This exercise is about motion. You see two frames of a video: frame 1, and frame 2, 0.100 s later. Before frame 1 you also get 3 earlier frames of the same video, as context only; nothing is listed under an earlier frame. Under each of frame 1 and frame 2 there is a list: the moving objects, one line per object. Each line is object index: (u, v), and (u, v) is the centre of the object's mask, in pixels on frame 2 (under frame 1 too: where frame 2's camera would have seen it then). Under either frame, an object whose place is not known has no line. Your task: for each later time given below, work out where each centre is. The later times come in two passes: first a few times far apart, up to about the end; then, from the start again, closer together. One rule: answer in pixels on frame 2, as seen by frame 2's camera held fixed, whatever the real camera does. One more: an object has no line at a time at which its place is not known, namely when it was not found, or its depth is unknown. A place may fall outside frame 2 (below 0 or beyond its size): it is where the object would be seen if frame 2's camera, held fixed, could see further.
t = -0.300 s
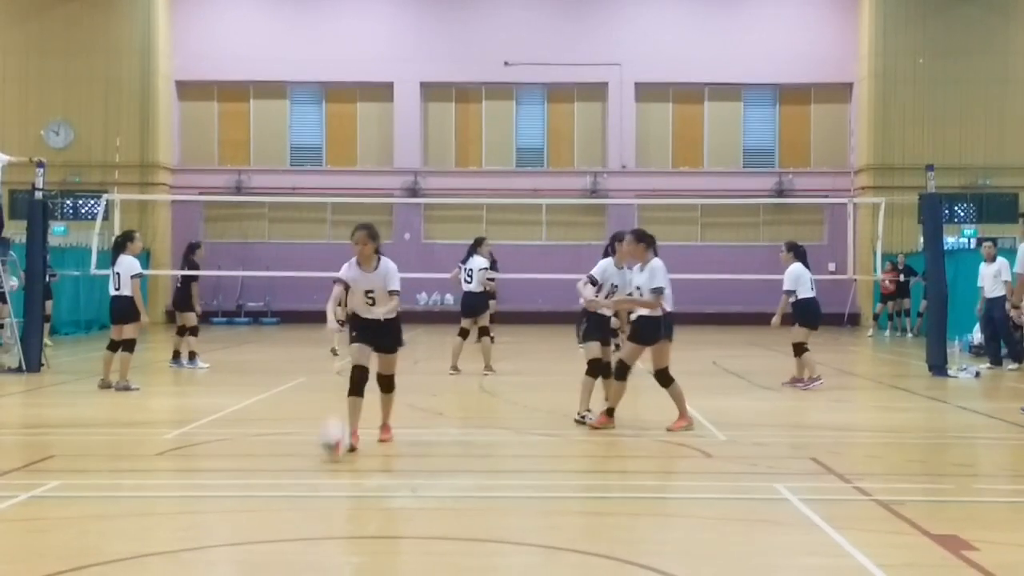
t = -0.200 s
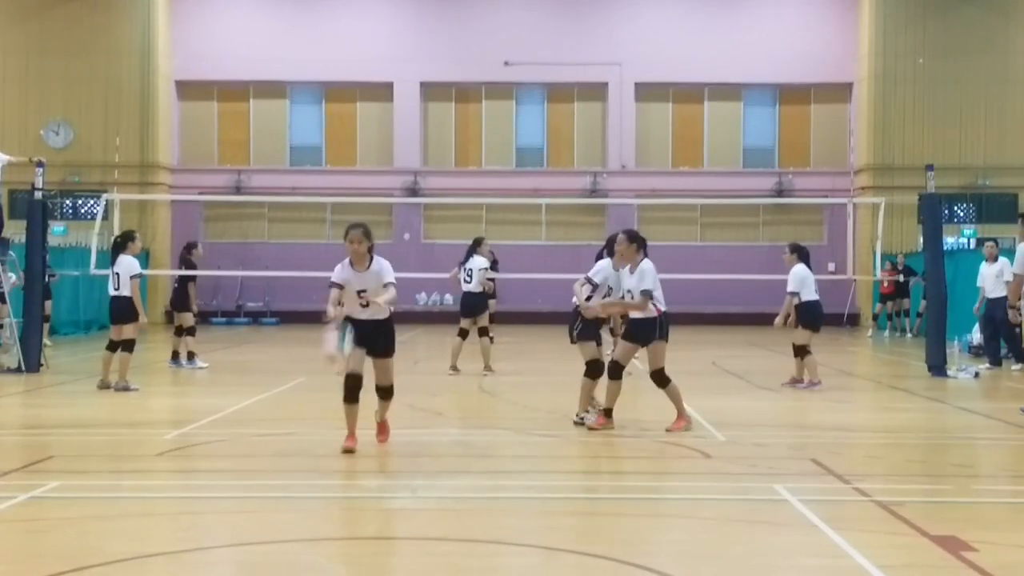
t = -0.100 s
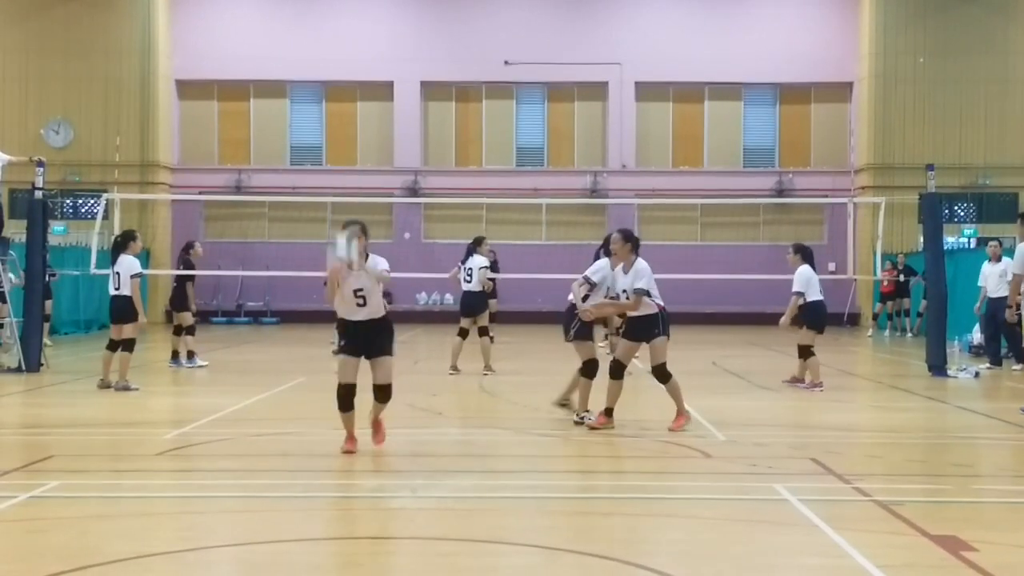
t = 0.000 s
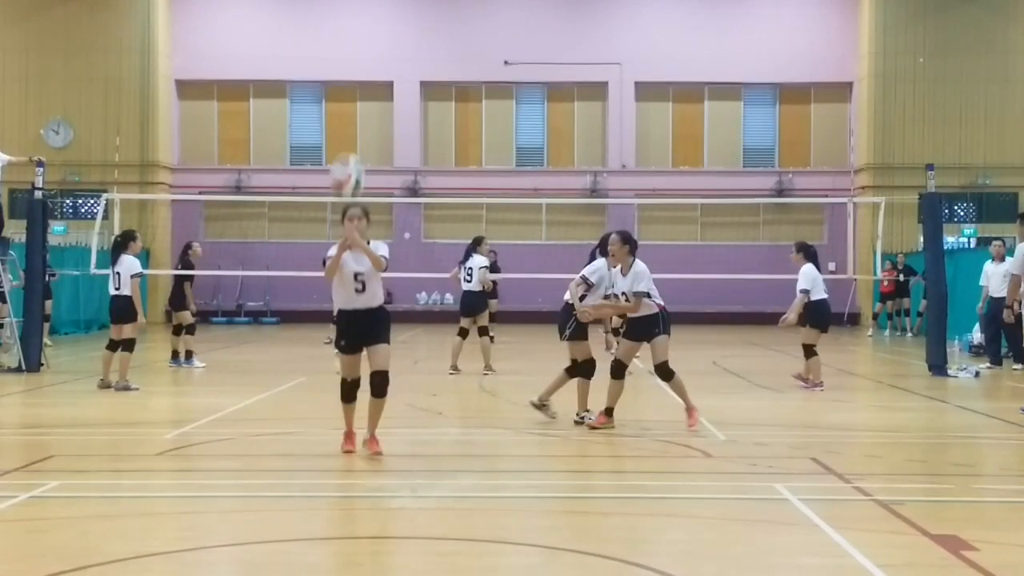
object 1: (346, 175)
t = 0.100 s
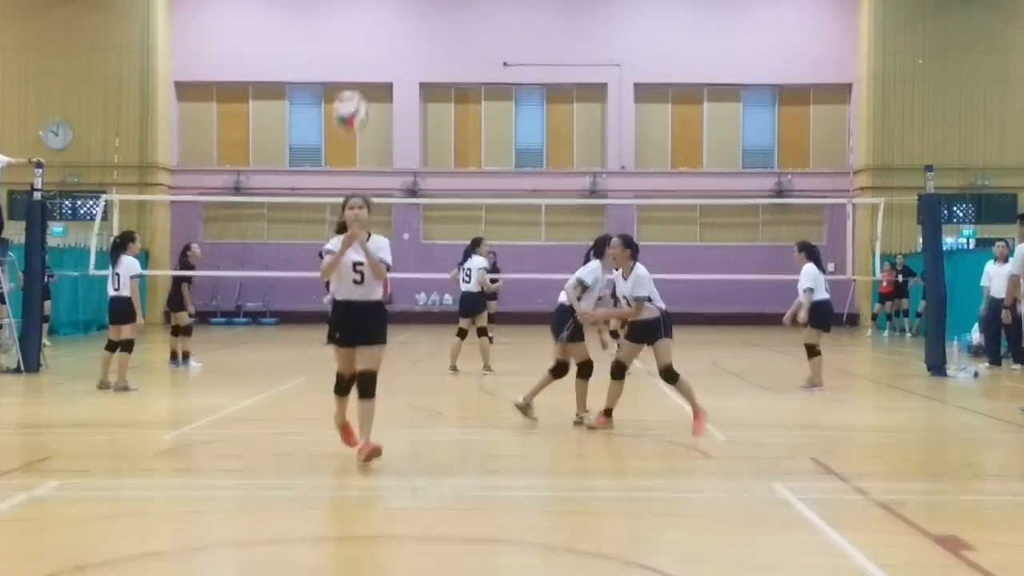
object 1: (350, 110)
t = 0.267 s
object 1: (357, 32)
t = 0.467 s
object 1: (368, 1)
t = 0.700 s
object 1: (381, 51)
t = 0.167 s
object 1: (354, 78)
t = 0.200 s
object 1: (355, 62)
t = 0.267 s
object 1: (357, 32)
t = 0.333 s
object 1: (361, 16)
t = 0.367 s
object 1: (363, 10)
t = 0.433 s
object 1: (366, 2)
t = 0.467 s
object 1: (368, 1)
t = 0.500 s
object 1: (370, 3)
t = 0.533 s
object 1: (372, 6)
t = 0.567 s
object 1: (373, 9)
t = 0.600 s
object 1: (375, 16)
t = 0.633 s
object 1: (377, 27)
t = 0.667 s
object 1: (379, 39)
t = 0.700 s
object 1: (381, 51)
